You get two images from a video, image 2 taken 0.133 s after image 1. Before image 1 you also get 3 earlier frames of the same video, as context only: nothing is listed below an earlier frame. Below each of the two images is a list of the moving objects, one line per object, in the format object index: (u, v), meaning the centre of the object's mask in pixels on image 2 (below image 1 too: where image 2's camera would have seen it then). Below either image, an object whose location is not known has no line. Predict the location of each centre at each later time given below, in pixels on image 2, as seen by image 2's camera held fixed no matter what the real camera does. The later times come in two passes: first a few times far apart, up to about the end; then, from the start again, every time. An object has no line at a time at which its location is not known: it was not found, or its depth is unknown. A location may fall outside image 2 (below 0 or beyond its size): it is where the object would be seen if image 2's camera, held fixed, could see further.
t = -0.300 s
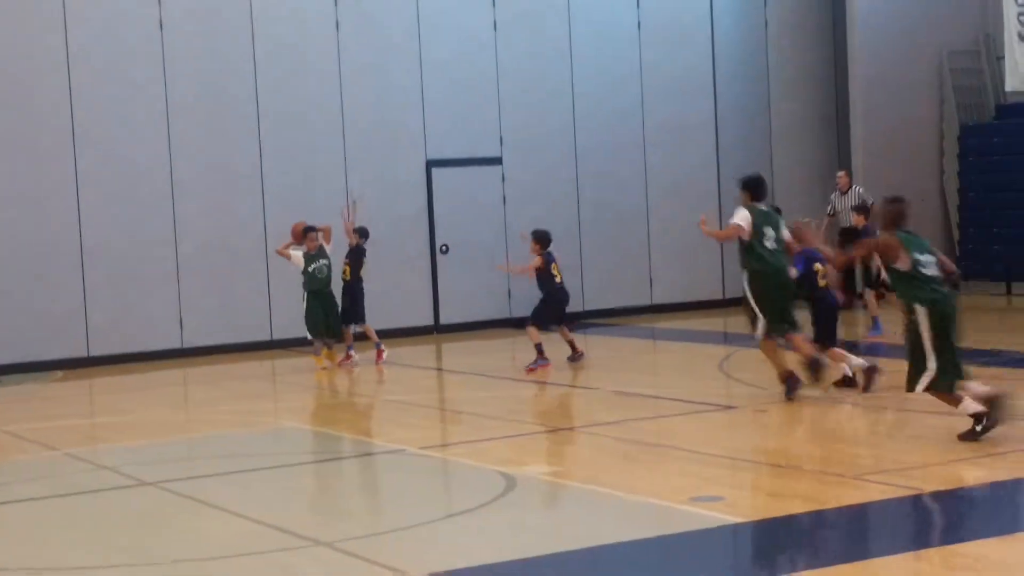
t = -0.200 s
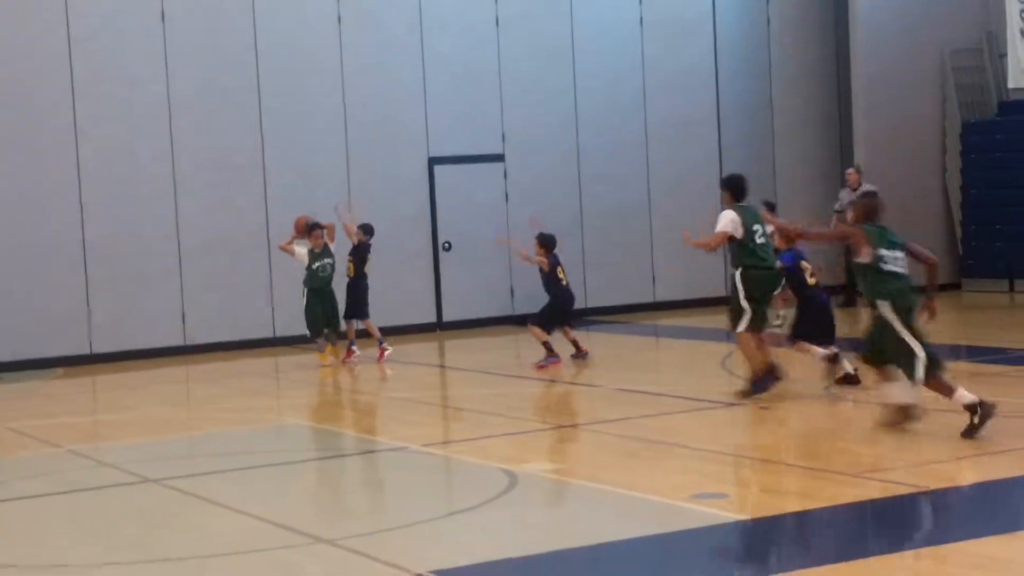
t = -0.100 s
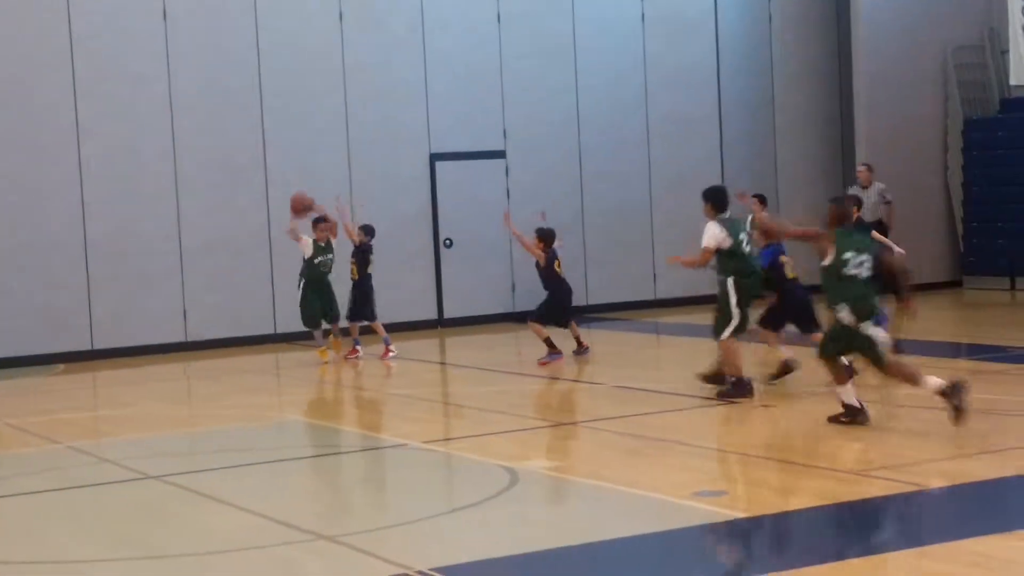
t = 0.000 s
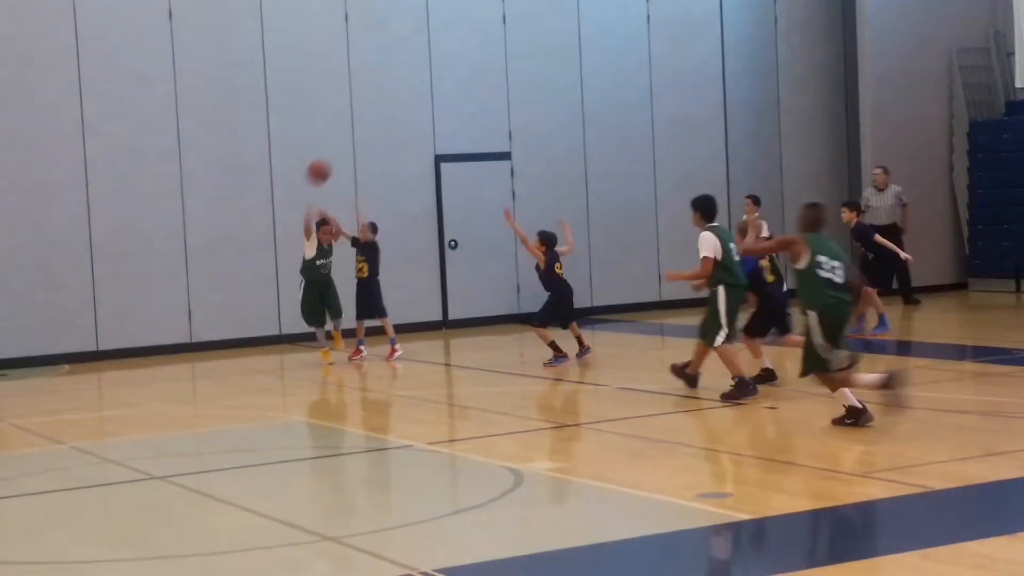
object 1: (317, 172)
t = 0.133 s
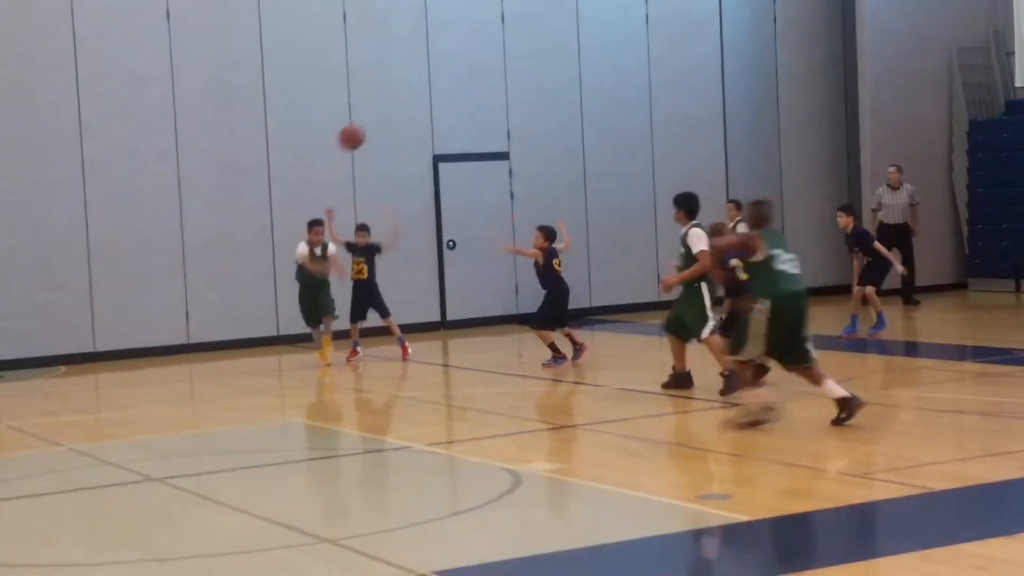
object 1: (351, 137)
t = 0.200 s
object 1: (370, 127)
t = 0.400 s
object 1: (438, 117)
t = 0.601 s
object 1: (527, 160)
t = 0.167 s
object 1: (360, 131)
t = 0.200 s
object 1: (370, 127)
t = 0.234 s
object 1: (381, 122)
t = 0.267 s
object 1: (391, 119)
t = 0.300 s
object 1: (402, 117)
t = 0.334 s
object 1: (414, 116)
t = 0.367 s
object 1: (425, 117)
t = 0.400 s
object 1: (438, 117)
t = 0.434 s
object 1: (451, 121)
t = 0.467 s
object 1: (464, 125)
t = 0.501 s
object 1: (477, 131)
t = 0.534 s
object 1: (492, 139)
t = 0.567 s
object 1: (509, 148)
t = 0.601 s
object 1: (527, 160)
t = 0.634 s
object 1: (543, 172)
